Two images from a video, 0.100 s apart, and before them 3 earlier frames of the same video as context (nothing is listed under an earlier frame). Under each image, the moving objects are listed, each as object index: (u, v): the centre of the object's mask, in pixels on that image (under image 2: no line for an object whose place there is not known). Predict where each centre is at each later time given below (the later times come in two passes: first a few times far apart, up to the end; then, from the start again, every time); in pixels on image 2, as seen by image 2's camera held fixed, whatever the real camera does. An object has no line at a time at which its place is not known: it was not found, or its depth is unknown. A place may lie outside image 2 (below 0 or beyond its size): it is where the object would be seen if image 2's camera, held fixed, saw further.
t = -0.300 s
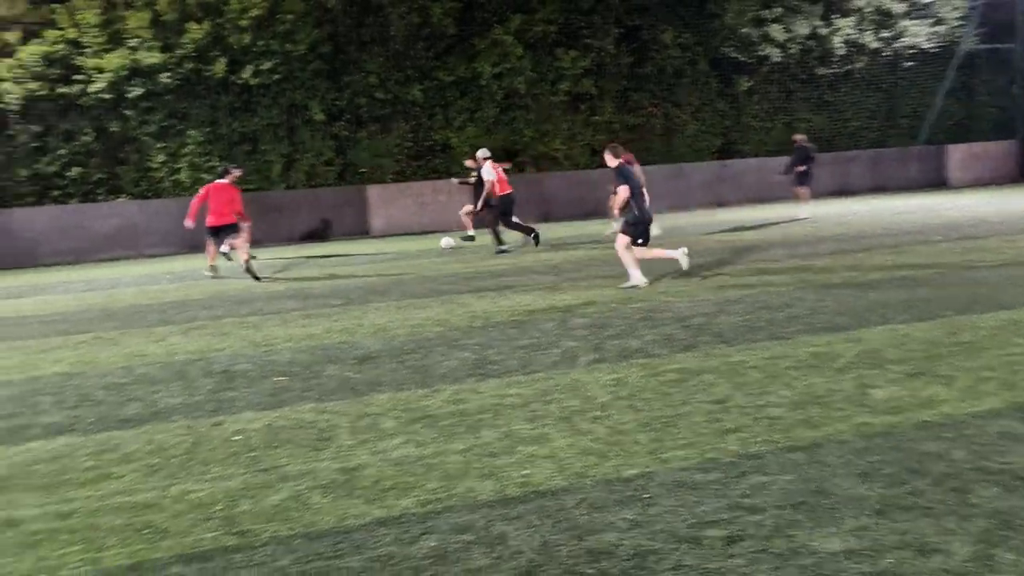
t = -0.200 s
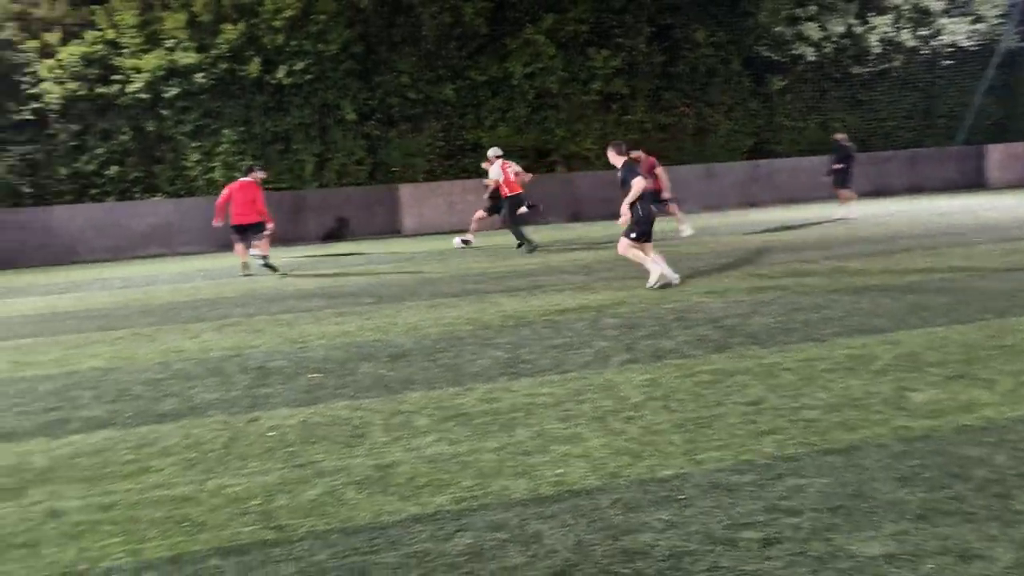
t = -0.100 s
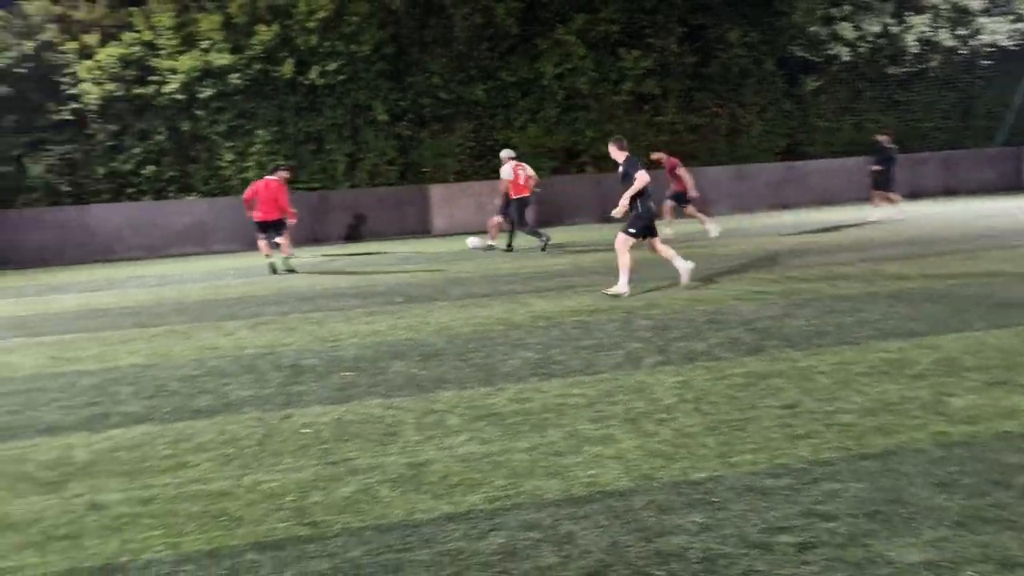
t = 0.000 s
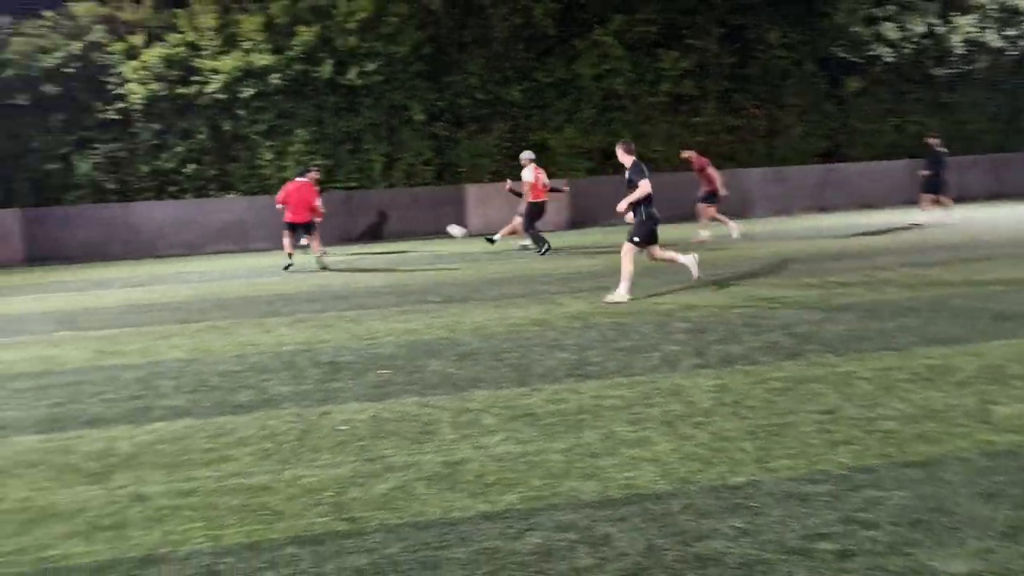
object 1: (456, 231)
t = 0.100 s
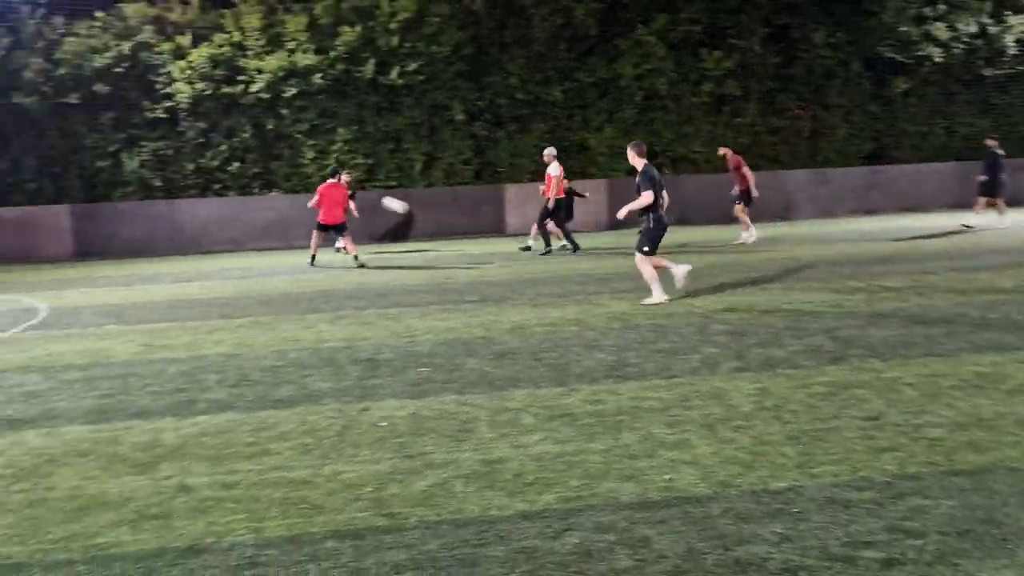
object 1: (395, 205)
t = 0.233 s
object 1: (236, 169)
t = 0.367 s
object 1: (45, 133)
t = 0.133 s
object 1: (358, 196)
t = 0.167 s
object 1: (317, 186)
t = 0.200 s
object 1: (278, 178)
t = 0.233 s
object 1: (236, 169)
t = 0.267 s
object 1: (192, 160)
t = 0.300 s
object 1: (144, 151)
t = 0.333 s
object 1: (96, 142)
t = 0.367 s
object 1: (45, 133)
